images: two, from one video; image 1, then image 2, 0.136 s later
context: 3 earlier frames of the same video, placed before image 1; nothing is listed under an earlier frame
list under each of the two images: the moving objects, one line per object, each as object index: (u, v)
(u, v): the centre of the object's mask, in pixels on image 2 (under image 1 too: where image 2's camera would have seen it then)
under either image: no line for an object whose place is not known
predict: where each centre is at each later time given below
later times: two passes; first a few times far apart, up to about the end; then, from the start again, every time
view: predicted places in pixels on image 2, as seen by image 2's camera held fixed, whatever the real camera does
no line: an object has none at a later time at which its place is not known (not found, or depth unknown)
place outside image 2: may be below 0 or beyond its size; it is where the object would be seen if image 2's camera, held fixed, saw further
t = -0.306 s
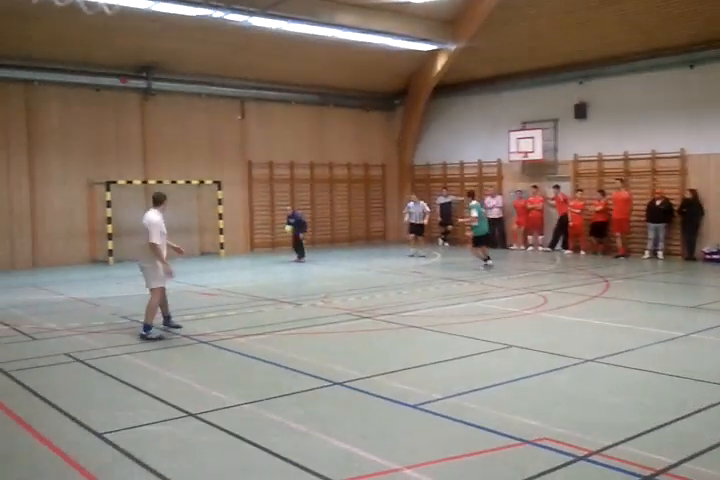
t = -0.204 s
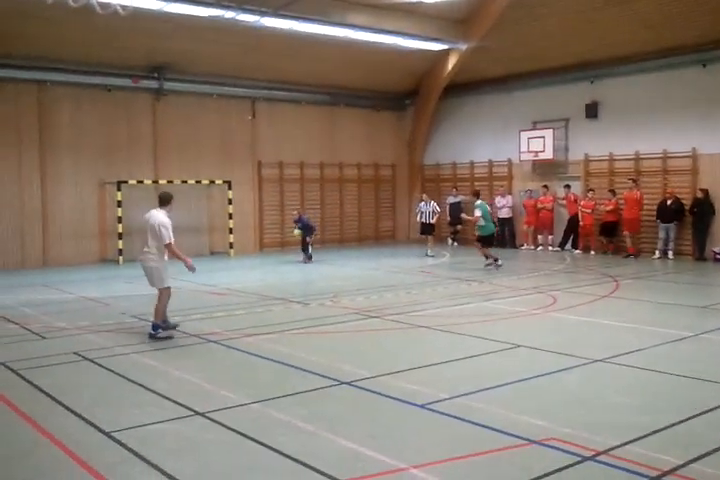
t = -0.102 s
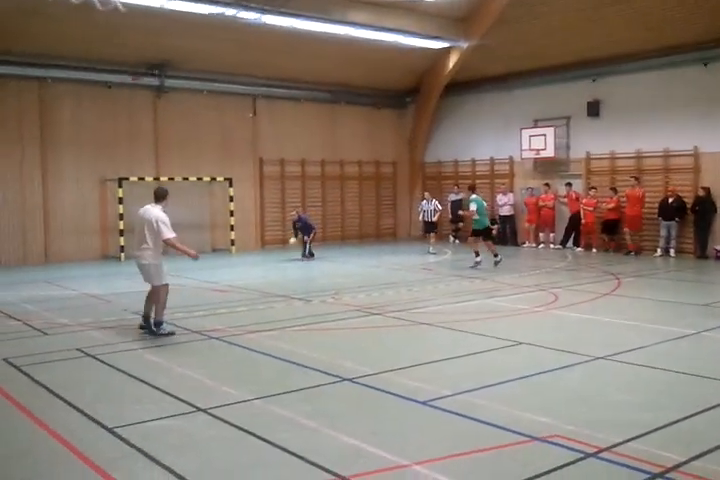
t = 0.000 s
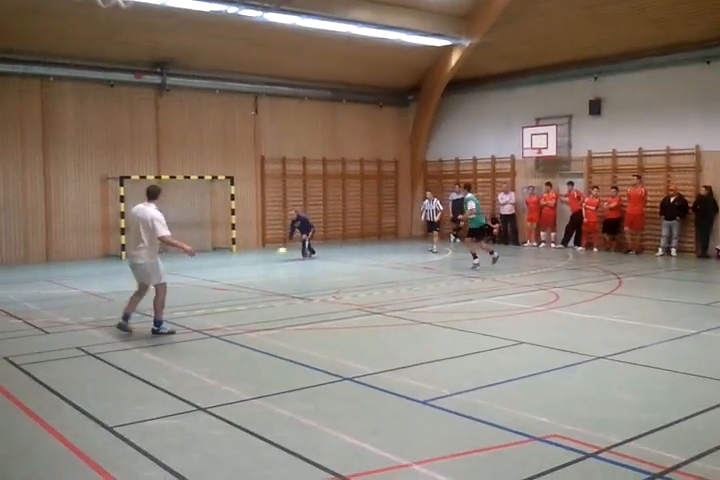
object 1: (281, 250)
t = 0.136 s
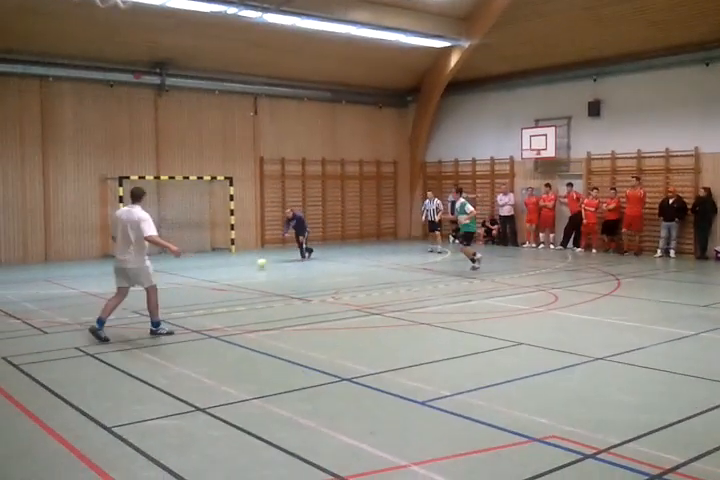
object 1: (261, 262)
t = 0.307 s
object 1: (235, 273)
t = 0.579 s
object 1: (183, 290)
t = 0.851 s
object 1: (119, 311)
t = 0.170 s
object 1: (257, 263)
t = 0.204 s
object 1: (251, 265)
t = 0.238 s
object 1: (245, 267)
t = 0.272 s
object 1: (239, 272)
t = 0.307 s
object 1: (235, 273)
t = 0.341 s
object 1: (228, 274)
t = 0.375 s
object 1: (223, 277)
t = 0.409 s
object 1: (217, 279)
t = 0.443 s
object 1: (210, 281)
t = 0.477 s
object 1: (204, 284)
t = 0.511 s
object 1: (197, 286)
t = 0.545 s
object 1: (191, 288)
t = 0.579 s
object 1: (183, 290)
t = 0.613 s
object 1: (176, 292)
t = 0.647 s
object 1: (169, 295)
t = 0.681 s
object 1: (162, 296)
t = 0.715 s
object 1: (154, 299)
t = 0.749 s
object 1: (146, 302)
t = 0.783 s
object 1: (137, 305)
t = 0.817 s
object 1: (128, 308)
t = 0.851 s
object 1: (119, 311)
